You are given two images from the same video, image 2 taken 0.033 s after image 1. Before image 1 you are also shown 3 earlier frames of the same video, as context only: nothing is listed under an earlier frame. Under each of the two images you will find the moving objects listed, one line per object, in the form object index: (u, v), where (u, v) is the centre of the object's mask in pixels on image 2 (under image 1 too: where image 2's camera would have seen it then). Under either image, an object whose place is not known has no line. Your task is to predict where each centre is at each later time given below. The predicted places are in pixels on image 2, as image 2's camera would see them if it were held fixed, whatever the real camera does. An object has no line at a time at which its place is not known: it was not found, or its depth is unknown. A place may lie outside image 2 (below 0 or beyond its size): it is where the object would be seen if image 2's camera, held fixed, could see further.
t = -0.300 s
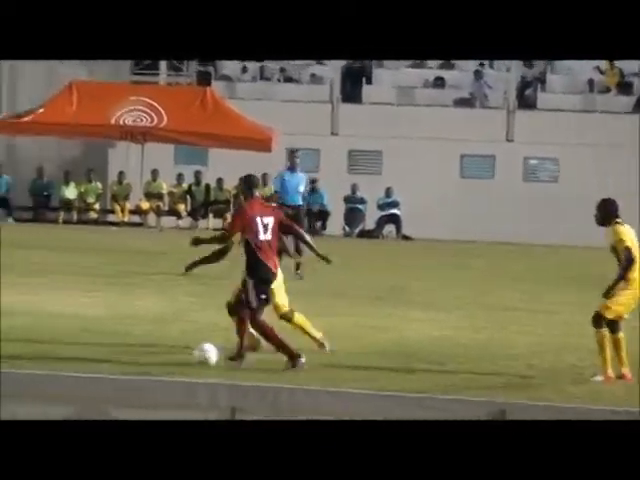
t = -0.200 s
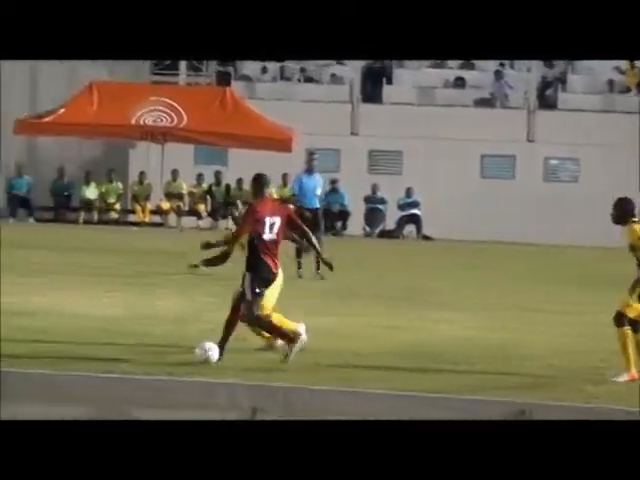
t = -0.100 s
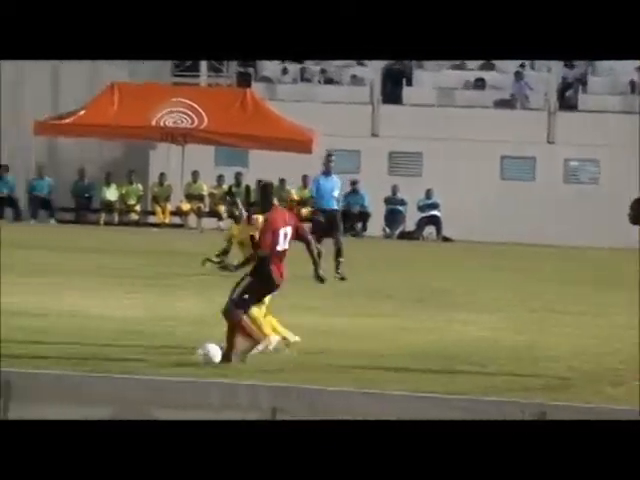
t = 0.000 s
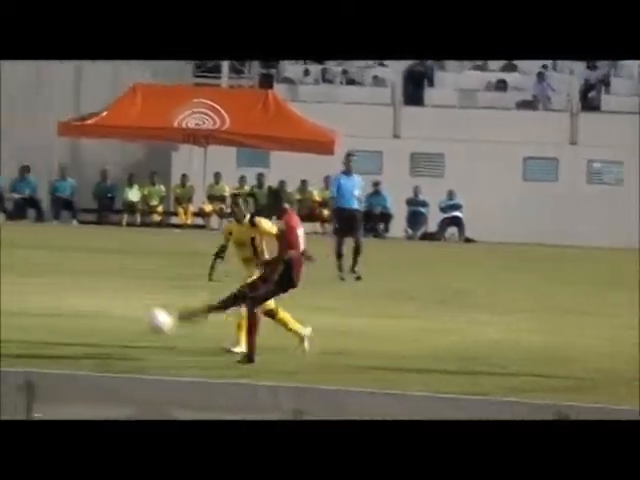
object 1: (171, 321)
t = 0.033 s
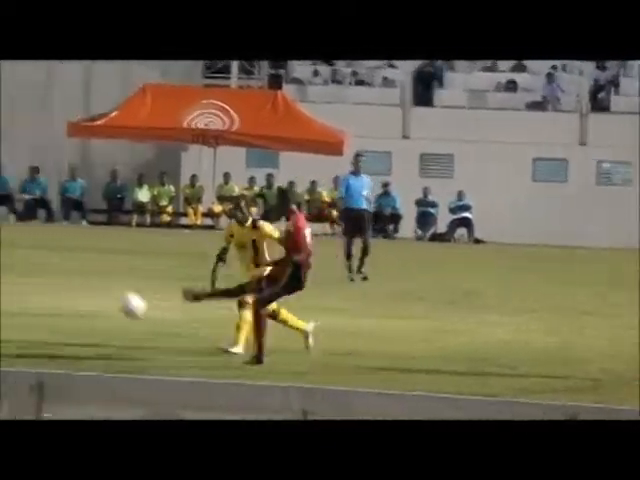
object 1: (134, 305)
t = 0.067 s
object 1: (97, 288)
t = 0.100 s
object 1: (64, 274)
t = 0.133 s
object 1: (32, 261)
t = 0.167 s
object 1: (0, 250)
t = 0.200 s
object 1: (-29, 241)
